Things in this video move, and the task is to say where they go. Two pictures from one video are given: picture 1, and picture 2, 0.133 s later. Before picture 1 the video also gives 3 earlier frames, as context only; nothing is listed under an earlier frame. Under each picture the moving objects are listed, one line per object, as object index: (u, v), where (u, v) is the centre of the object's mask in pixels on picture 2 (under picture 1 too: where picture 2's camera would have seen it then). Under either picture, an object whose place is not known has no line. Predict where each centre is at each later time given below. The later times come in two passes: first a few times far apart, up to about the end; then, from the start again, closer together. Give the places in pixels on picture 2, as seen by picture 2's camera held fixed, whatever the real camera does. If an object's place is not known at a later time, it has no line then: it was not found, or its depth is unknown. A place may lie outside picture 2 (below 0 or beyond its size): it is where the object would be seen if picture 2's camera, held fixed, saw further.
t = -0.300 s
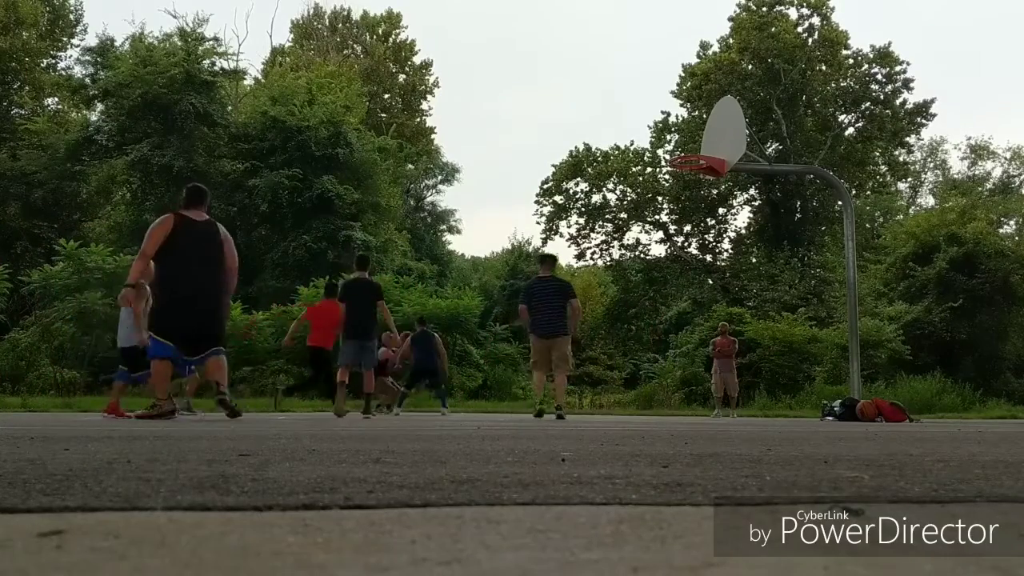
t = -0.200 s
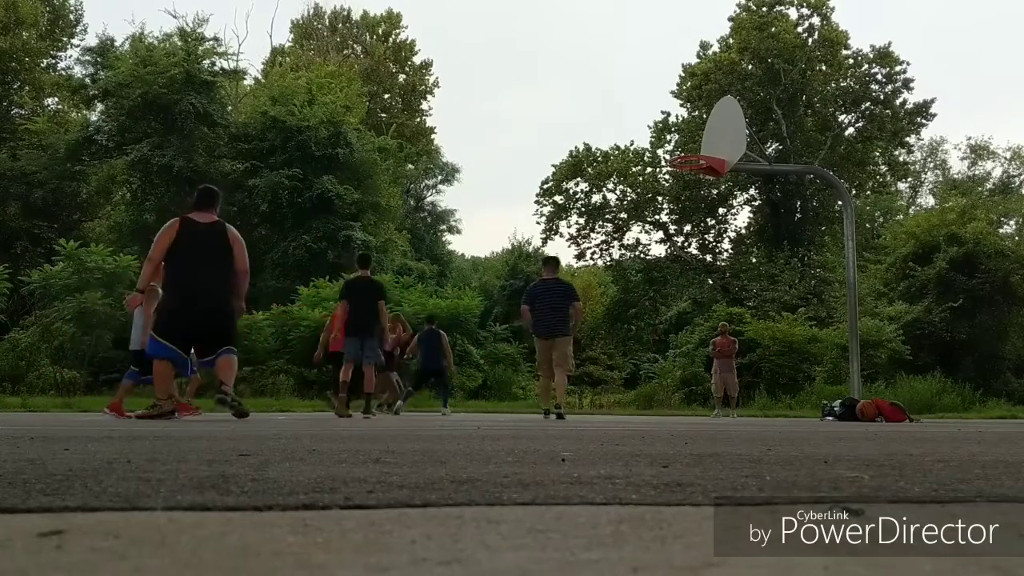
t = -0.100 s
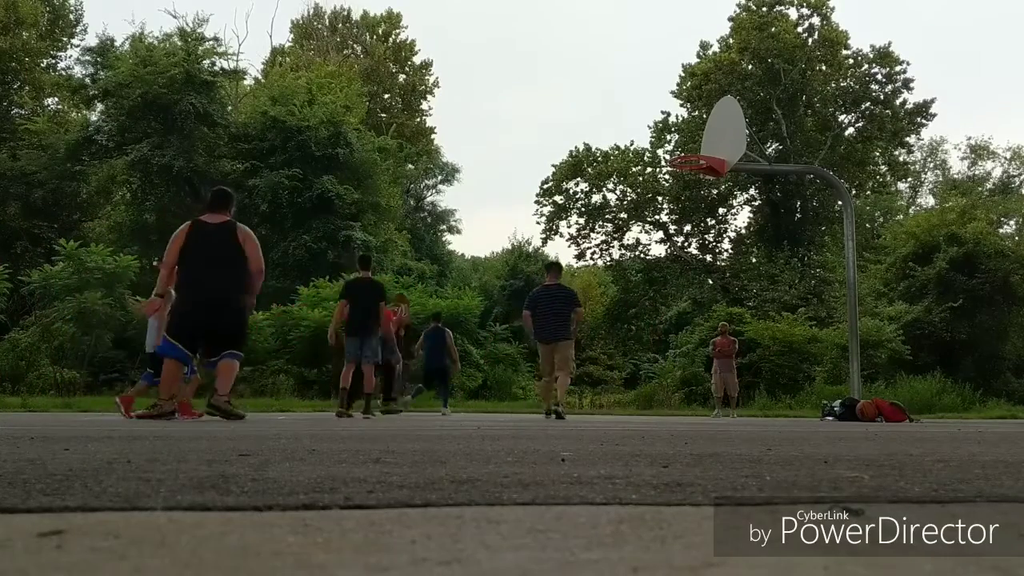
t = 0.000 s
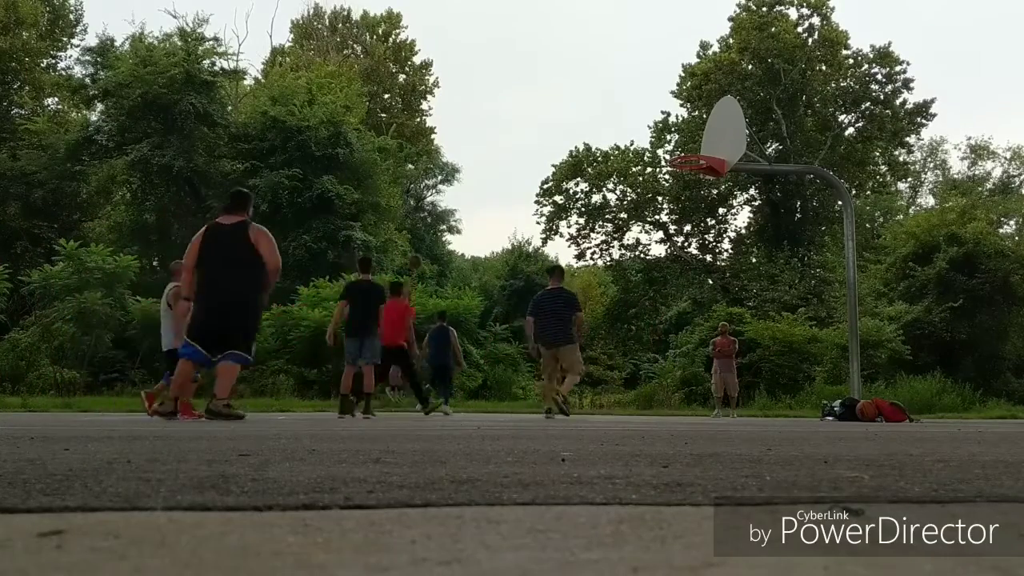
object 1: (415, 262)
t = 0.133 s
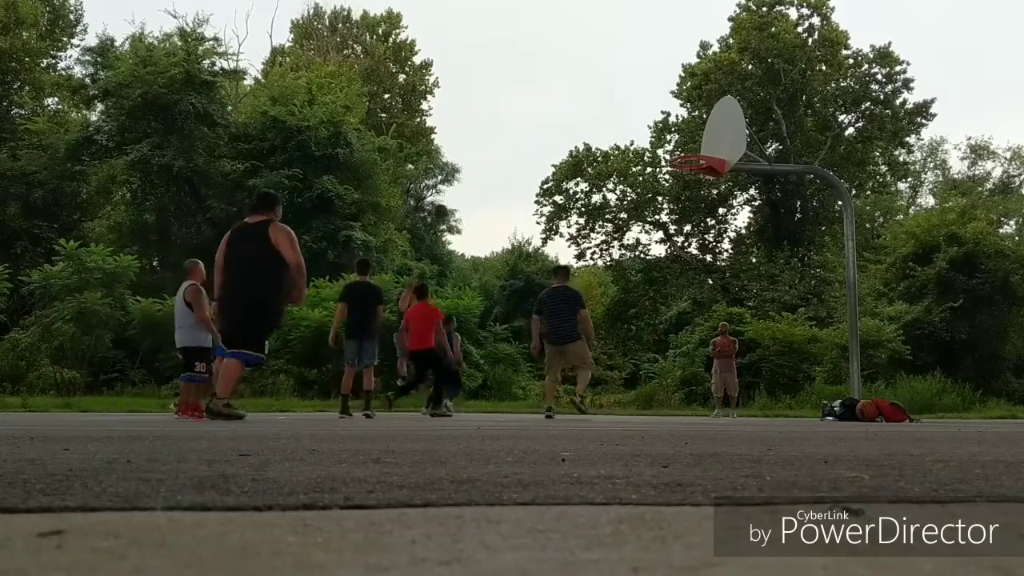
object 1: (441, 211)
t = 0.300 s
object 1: (474, 159)
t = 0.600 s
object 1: (544, 101)
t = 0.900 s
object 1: (627, 97)
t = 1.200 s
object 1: (724, 140)
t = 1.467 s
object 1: (730, 138)
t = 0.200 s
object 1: (454, 188)
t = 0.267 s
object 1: (467, 168)
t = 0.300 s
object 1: (474, 159)
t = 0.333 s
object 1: (482, 150)
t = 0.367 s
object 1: (489, 142)
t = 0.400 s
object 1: (496, 134)
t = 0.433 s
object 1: (504, 127)
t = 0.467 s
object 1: (512, 121)
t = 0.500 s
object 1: (519, 115)
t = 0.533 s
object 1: (527, 109)
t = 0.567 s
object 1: (535, 105)
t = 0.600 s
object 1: (544, 101)
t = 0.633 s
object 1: (552, 97)
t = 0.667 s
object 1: (561, 95)
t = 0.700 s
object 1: (570, 93)
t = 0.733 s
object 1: (579, 91)
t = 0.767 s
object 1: (588, 91)
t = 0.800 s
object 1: (597, 91)
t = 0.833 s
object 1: (607, 92)
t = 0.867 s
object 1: (617, 94)
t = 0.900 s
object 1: (627, 97)
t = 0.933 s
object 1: (637, 100)
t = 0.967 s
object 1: (648, 105)
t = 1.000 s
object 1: (659, 111)
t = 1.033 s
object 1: (670, 118)
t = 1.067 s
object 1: (681, 125)
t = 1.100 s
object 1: (693, 133)
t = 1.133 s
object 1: (705, 144)
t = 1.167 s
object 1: (715, 144)
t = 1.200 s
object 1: (724, 140)
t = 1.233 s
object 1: (734, 138)
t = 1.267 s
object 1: (734, 135)
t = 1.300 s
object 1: (733, 133)
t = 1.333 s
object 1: (732, 133)
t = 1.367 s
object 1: (732, 132)
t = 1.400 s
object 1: (731, 133)
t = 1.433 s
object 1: (731, 135)
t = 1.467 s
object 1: (730, 138)
